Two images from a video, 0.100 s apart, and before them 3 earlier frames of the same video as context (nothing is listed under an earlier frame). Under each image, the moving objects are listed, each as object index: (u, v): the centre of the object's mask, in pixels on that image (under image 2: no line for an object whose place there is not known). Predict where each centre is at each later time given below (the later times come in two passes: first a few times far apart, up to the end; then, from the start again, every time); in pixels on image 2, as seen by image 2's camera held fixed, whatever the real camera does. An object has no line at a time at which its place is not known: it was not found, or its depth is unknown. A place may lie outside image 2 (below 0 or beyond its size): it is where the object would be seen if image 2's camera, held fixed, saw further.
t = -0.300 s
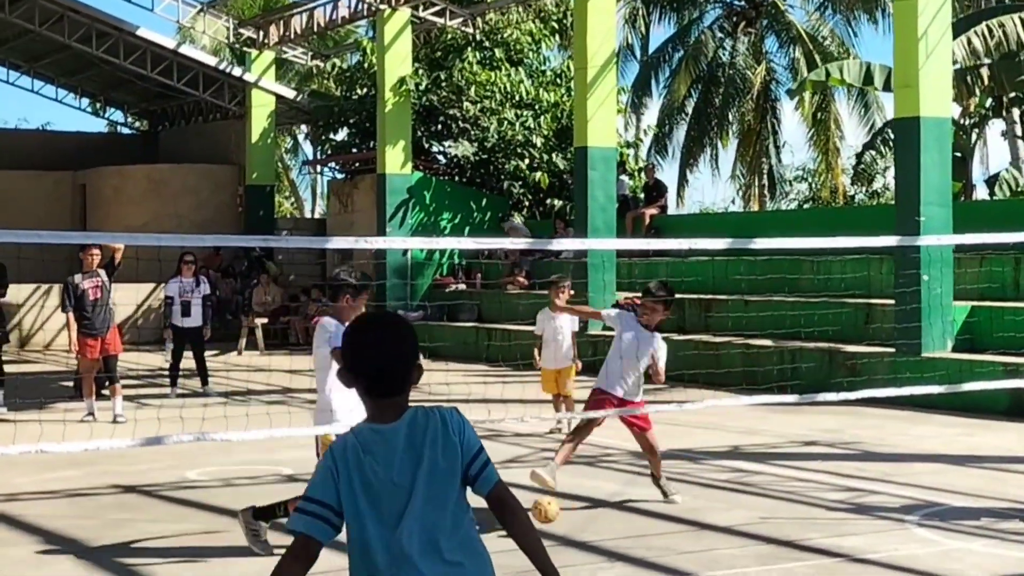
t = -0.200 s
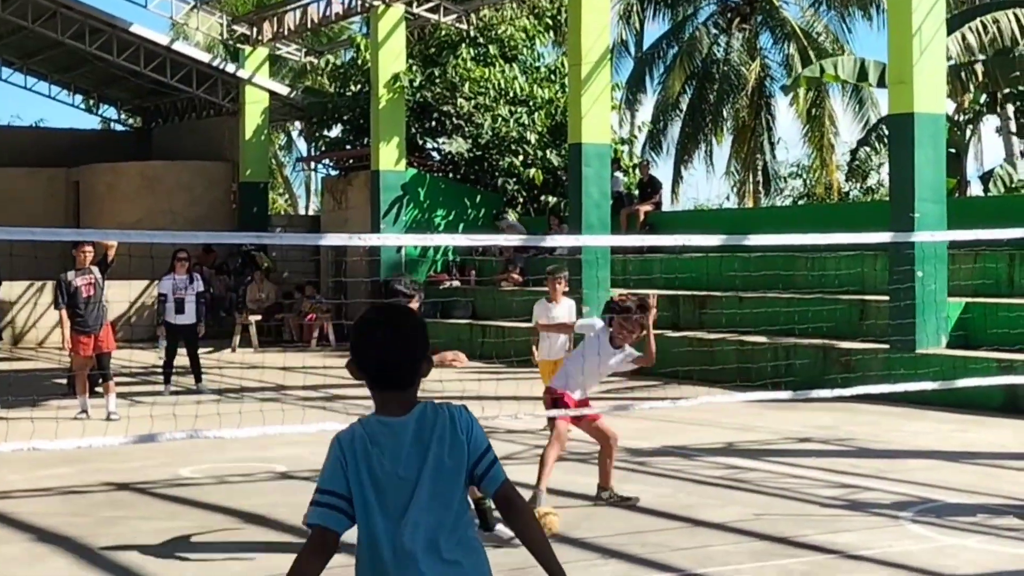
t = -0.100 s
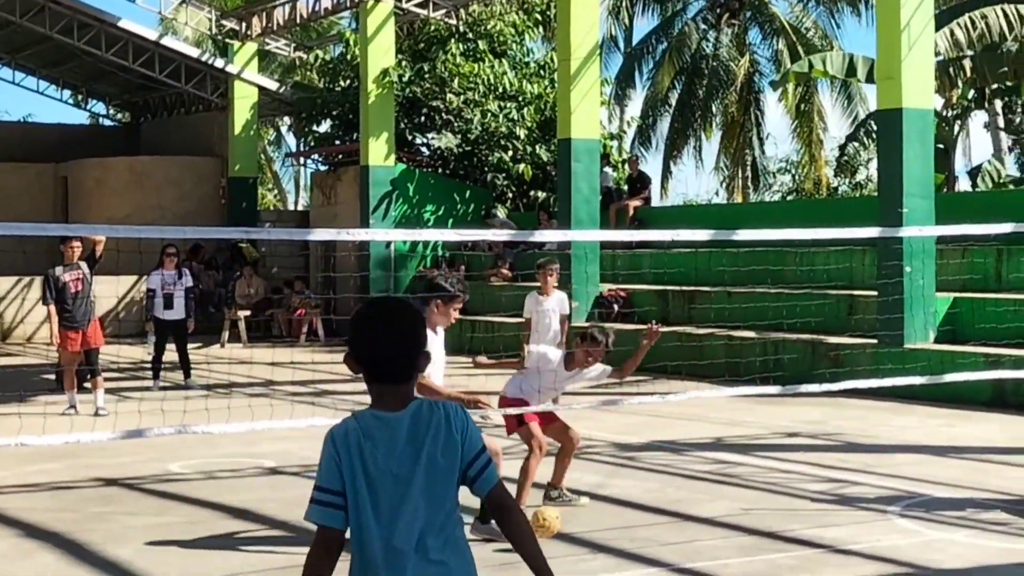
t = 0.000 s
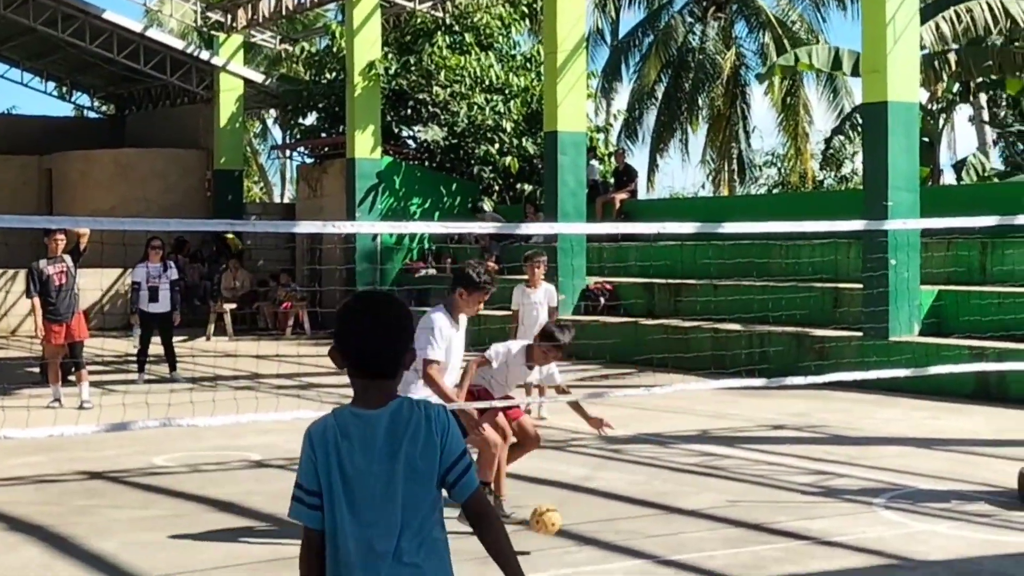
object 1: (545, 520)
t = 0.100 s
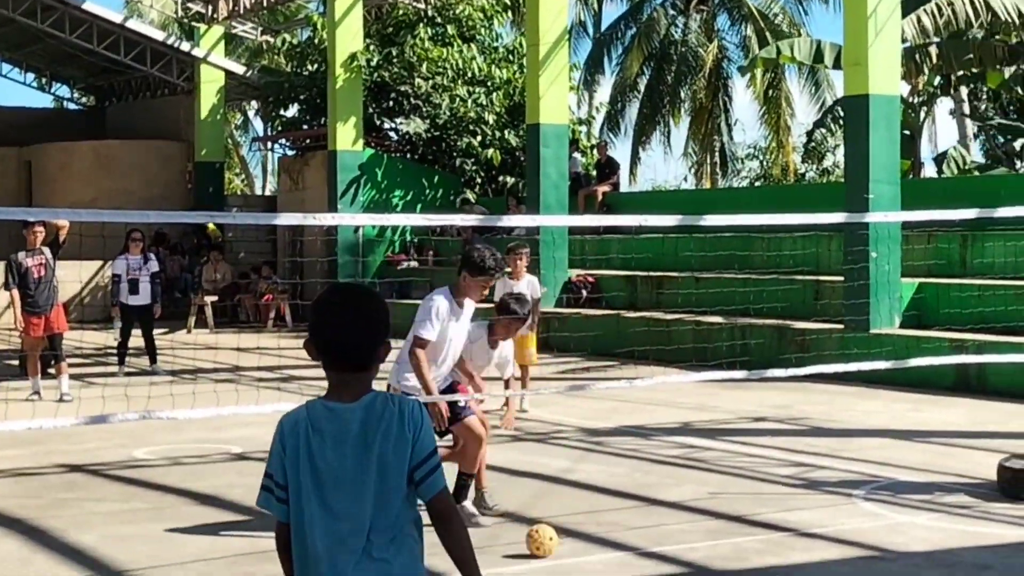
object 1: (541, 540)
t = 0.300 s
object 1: (575, 556)
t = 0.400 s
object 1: (593, 565)
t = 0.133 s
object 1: (547, 539)
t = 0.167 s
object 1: (553, 538)
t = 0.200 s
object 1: (559, 540)
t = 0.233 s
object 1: (564, 545)
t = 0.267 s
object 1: (570, 552)
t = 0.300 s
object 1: (575, 556)
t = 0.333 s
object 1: (581, 556)
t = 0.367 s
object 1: (587, 559)
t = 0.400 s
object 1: (593, 565)
